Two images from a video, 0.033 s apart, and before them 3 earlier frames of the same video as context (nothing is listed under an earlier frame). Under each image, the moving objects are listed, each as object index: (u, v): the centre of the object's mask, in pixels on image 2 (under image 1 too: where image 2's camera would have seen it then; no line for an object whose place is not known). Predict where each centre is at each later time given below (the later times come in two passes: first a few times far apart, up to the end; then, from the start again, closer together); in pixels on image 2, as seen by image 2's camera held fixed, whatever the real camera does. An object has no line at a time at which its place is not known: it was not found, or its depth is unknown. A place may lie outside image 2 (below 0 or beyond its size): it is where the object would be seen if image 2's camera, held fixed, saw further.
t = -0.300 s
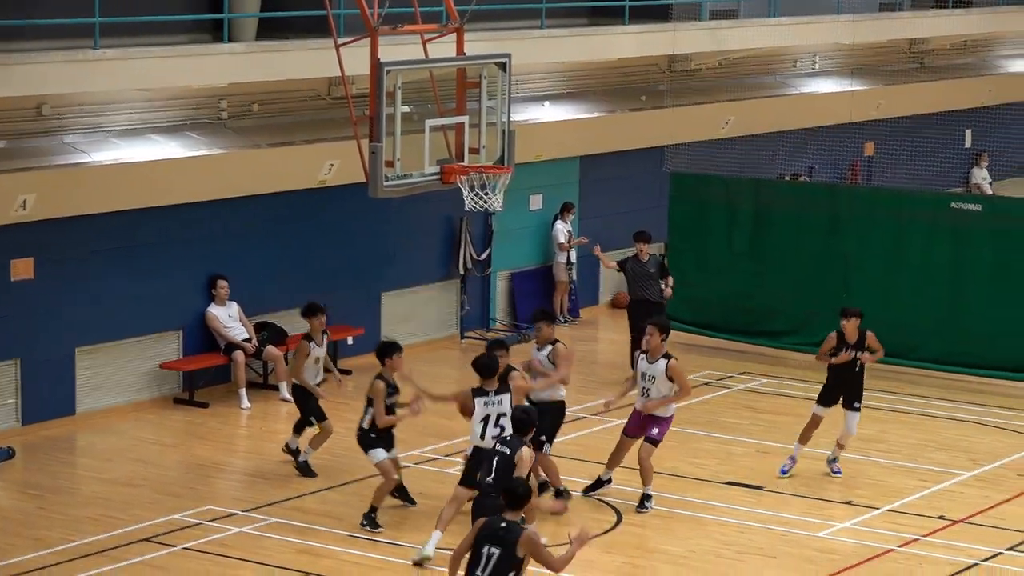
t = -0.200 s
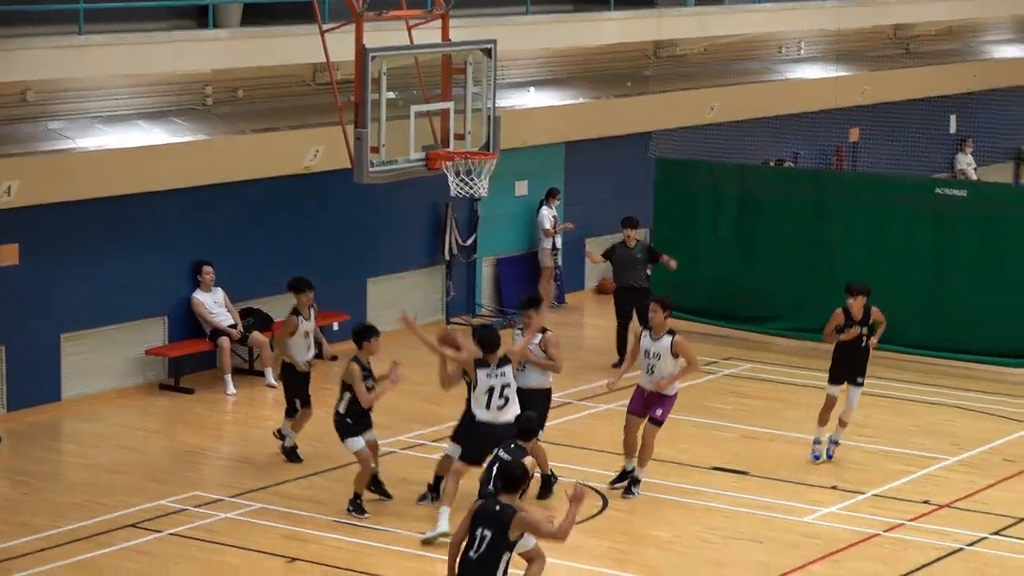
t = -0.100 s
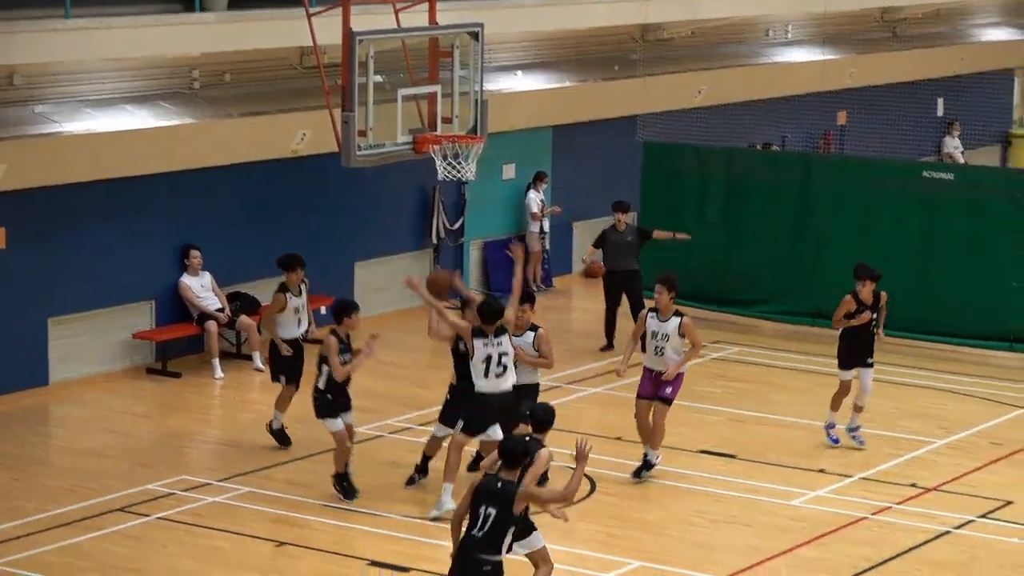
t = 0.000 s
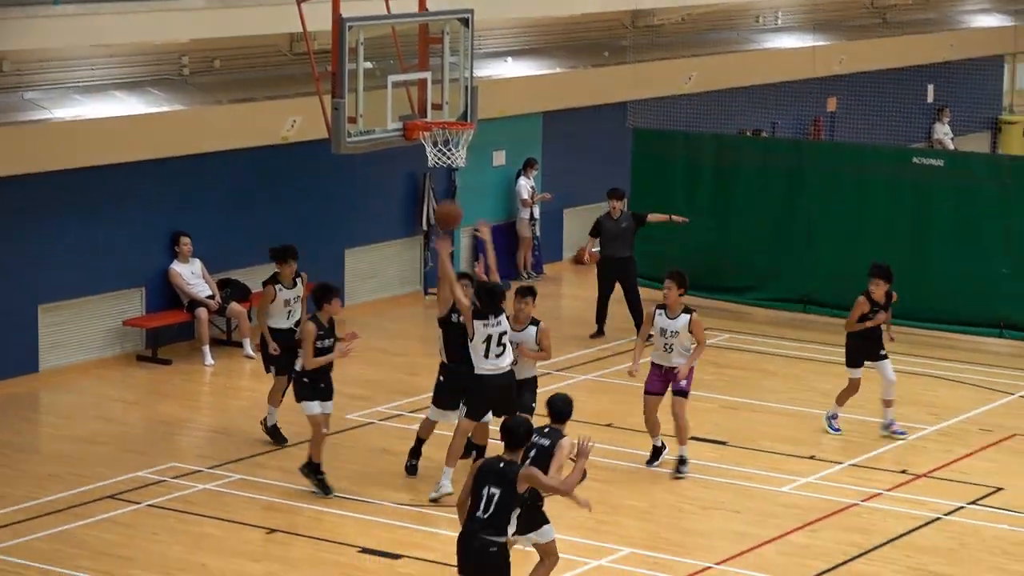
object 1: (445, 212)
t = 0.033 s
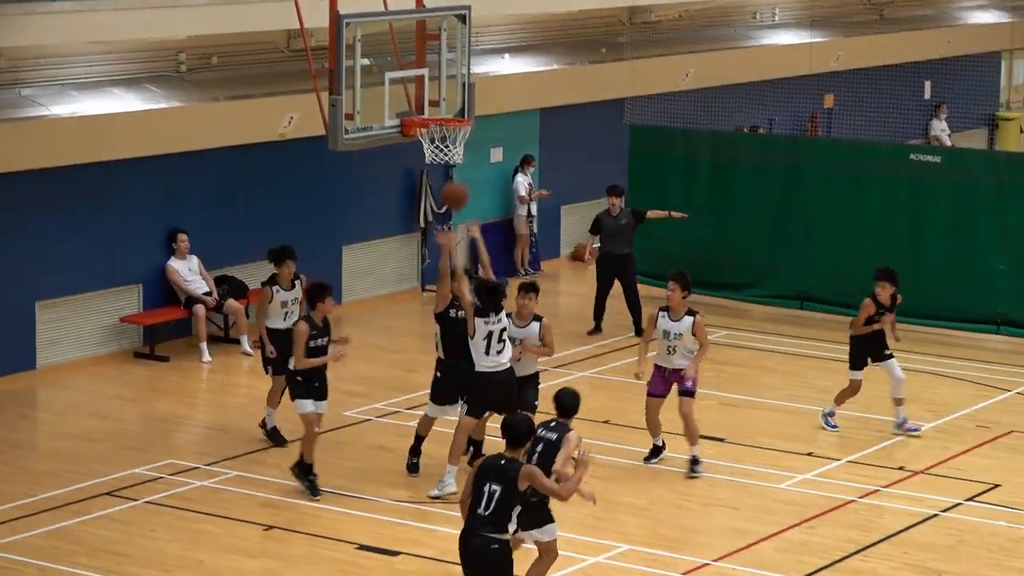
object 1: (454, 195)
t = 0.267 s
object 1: (521, 111)
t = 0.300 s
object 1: (532, 103)
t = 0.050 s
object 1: (459, 187)
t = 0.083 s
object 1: (468, 173)
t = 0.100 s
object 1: (472, 166)
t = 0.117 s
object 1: (477, 158)
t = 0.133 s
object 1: (482, 153)
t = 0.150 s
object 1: (486, 146)
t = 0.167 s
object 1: (492, 140)
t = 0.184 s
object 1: (496, 135)
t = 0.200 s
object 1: (501, 130)
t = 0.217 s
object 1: (506, 125)
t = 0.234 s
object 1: (511, 120)
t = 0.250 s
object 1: (516, 115)
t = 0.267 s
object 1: (521, 111)
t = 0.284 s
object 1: (526, 107)
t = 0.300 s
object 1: (532, 103)
